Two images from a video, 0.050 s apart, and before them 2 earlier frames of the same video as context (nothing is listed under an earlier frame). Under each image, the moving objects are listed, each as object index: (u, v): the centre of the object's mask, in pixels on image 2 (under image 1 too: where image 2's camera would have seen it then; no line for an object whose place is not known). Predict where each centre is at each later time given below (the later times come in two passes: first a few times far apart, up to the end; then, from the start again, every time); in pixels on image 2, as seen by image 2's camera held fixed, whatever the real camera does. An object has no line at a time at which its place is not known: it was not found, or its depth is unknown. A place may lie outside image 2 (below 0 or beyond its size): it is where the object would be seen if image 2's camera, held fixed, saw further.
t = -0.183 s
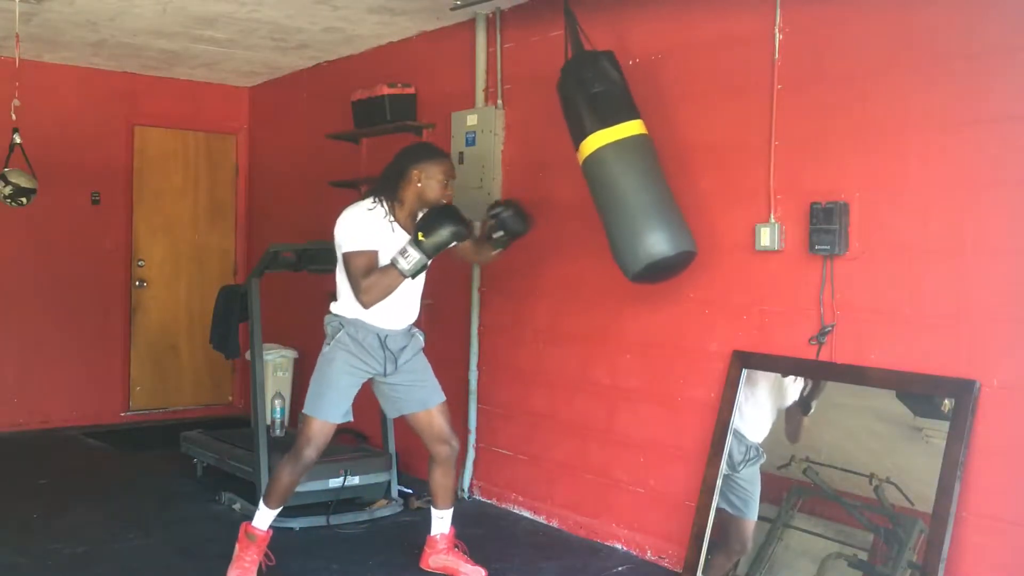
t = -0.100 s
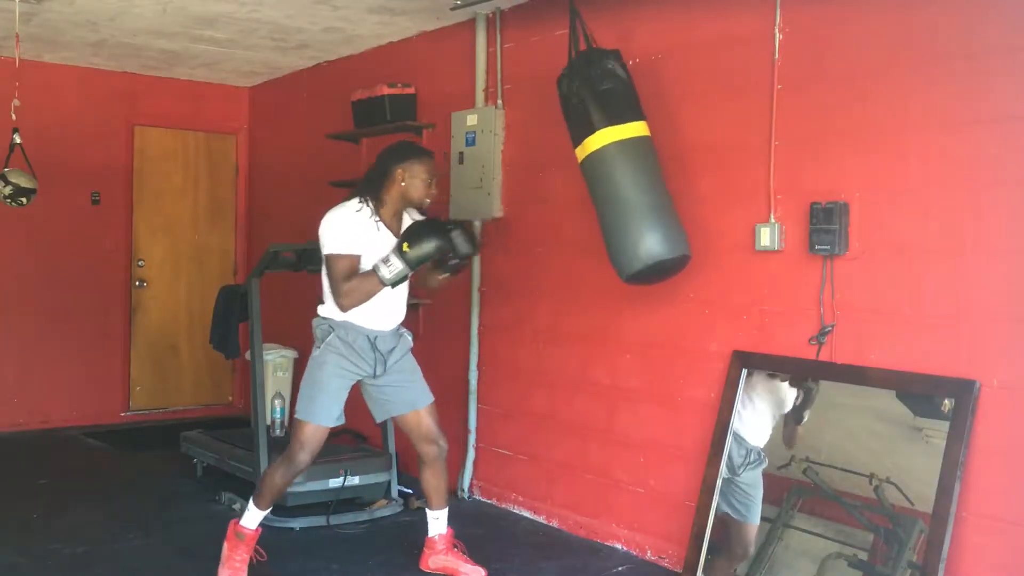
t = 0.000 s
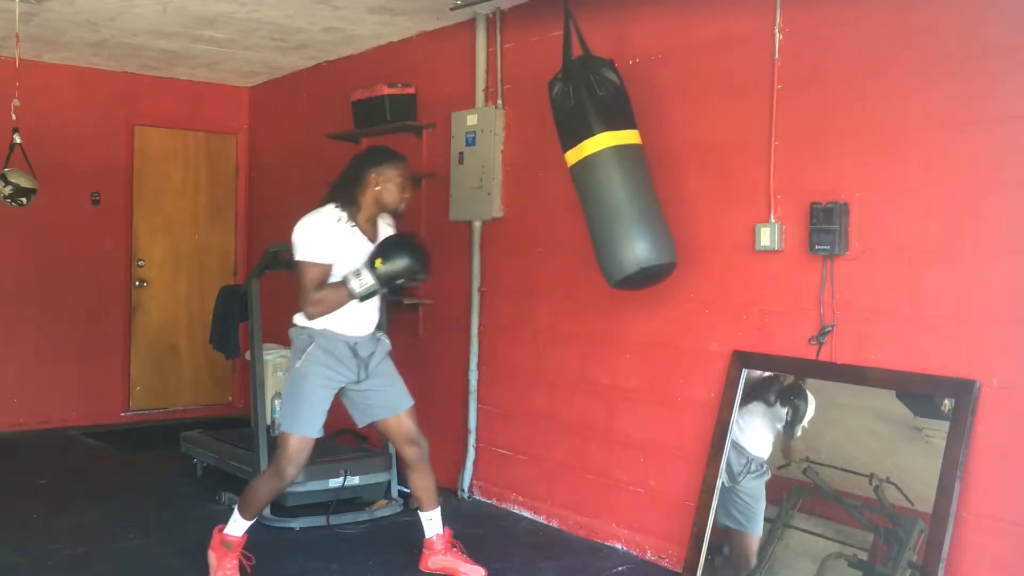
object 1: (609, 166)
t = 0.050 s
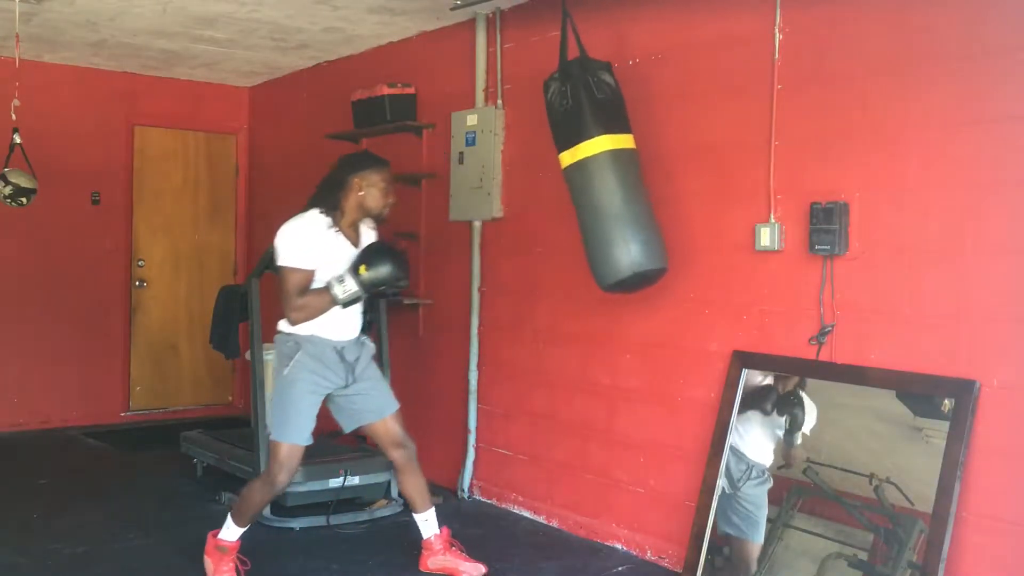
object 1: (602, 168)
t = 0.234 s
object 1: (572, 174)
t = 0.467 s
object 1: (530, 173)
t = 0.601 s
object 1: (509, 169)
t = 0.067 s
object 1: (600, 169)
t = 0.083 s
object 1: (598, 169)
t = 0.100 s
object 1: (596, 169)
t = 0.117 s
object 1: (594, 170)
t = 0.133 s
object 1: (591, 171)
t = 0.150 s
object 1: (588, 172)
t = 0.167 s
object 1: (585, 173)
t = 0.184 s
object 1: (582, 174)
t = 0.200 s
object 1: (578, 174)
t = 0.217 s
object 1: (575, 174)
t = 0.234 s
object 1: (572, 174)
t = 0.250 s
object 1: (569, 174)
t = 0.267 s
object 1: (567, 175)
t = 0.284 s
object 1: (563, 175)
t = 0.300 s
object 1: (560, 175)
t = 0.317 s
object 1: (557, 175)
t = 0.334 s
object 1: (554, 175)
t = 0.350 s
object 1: (551, 175)
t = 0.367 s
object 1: (547, 175)
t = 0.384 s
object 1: (544, 175)
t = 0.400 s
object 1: (541, 174)
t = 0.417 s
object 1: (538, 174)
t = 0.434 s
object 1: (535, 174)
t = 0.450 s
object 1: (533, 173)
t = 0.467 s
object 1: (530, 173)
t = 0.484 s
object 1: (527, 172)
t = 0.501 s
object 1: (525, 171)
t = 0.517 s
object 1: (522, 171)
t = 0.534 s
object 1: (519, 171)
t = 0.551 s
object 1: (516, 170)
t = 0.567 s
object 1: (514, 170)
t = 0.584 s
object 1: (511, 169)
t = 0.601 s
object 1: (509, 169)
